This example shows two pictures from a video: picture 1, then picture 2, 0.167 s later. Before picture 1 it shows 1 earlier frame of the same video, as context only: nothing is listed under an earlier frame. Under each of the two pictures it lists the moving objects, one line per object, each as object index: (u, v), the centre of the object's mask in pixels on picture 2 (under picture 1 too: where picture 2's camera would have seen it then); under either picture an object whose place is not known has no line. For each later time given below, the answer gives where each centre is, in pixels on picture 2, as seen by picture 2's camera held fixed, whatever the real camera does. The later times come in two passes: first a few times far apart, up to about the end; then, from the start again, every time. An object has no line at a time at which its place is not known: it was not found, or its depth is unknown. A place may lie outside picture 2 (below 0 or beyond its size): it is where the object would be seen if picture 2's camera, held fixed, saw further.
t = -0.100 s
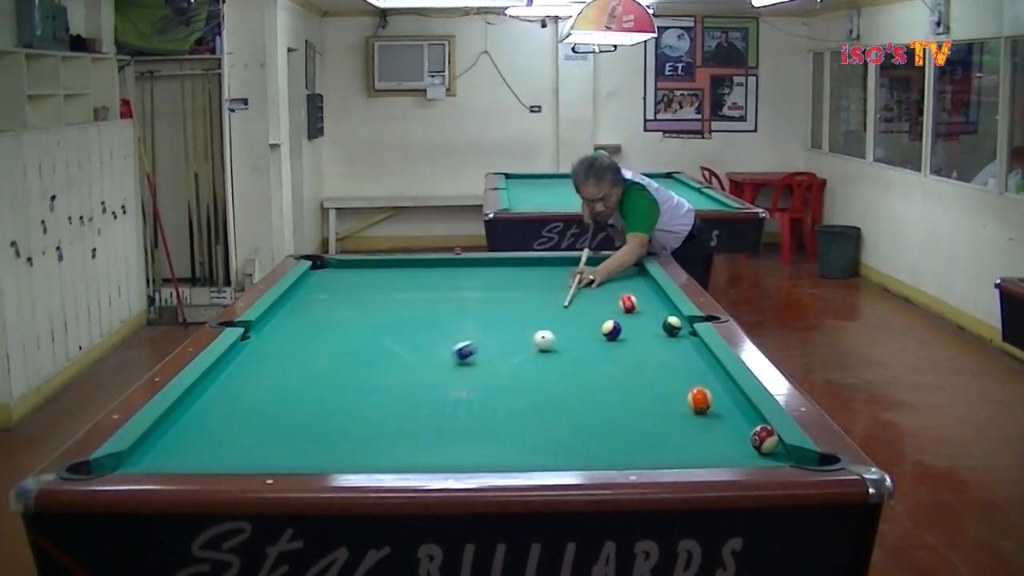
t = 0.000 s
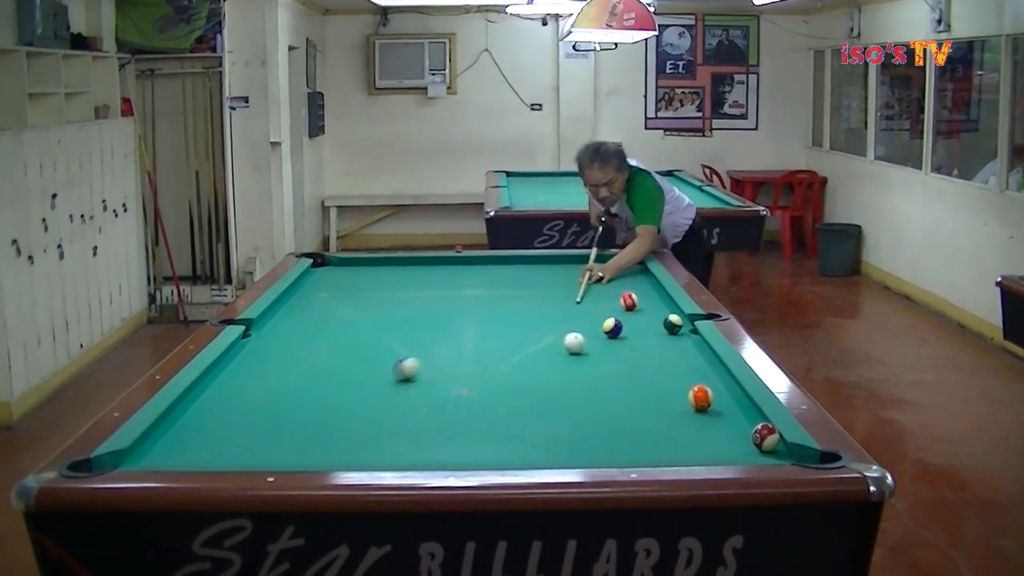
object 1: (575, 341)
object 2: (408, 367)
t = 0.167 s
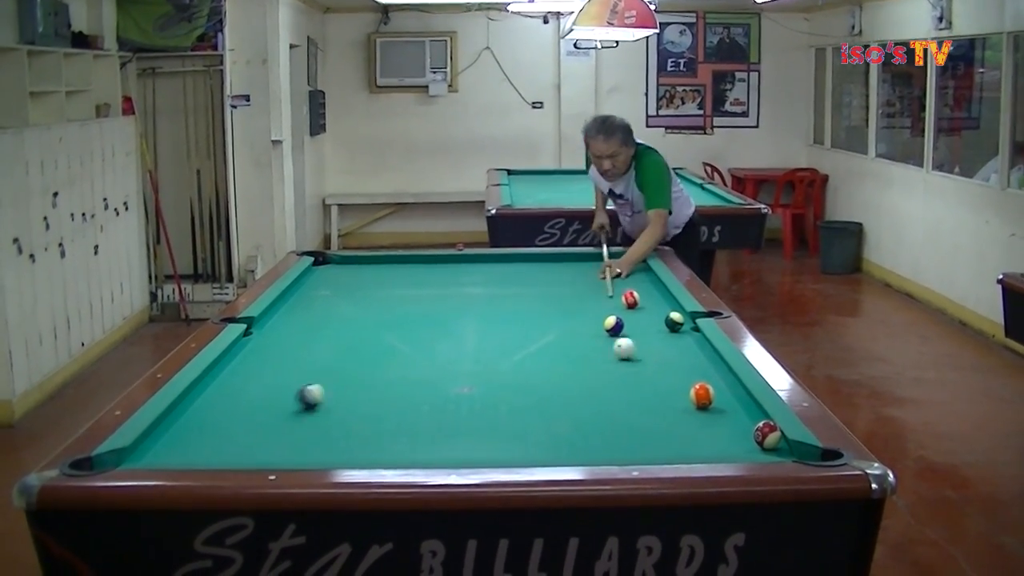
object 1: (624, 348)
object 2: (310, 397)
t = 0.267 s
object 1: (654, 353)
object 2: (243, 418)
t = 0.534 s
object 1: (706, 363)
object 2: (180, 452)
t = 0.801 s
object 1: (674, 367)
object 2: (277, 431)
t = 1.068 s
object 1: (643, 371)
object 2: (362, 408)
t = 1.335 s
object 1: (614, 375)
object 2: (436, 390)
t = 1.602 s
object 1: (586, 378)
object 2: (501, 373)
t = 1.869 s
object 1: (559, 381)
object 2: (558, 357)
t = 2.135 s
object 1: (535, 384)
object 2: (607, 344)
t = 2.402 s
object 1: (512, 386)
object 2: (651, 332)
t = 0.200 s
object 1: (634, 350)
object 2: (287, 404)
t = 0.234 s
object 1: (644, 351)
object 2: (266, 412)
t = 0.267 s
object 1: (654, 353)
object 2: (243, 418)
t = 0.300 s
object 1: (664, 354)
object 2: (219, 425)
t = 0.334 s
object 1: (674, 356)
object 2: (196, 433)
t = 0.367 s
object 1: (685, 358)
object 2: (170, 440)
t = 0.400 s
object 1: (695, 359)
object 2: (144, 447)
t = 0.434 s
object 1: (705, 361)
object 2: (149, 449)
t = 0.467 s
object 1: (715, 363)
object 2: (155, 453)
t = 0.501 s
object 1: (710, 363)
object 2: (164, 454)
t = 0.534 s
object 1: (706, 363)
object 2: (180, 452)
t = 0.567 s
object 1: (702, 364)
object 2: (192, 451)
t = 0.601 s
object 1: (698, 365)
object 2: (204, 449)
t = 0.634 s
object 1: (694, 365)
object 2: (216, 445)
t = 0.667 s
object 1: (689, 365)
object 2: (229, 444)
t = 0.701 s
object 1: (685, 366)
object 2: (242, 441)
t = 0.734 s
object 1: (682, 367)
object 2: (253, 438)
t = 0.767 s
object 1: (677, 367)
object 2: (265, 434)
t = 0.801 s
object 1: (674, 367)
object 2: (277, 431)
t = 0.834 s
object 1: (670, 368)
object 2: (289, 429)
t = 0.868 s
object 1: (666, 368)
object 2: (299, 425)
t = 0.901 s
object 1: (662, 369)
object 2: (310, 423)
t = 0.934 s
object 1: (658, 369)
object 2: (321, 419)
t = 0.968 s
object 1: (654, 370)
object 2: (331, 418)
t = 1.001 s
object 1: (650, 370)
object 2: (342, 414)
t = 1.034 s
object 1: (646, 371)
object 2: (351, 412)
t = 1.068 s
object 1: (643, 371)
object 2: (362, 408)
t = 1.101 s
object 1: (639, 372)
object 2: (372, 407)
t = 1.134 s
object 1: (635, 372)
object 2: (382, 404)
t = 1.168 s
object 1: (632, 372)
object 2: (391, 402)
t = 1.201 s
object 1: (628, 373)
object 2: (401, 399)
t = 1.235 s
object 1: (624, 373)
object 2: (410, 396)
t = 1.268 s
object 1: (620, 374)
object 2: (419, 395)
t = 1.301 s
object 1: (617, 374)
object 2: (429, 392)
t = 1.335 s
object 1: (614, 375)
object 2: (436, 390)
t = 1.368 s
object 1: (610, 375)
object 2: (446, 387)
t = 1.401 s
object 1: (606, 375)
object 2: (454, 385)
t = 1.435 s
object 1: (603, 376)
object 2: (462, 384)
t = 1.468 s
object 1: (599, 376)
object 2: (470, 382)
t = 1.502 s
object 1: (596, 377)
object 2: (478, 379)
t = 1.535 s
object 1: (593, 377)
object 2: (486, 377)
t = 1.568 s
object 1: (589, 377)
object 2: (494, 375)
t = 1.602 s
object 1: (586, 378)
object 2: (501, 373)
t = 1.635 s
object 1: (582, 378)
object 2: (509, 371)
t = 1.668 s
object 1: (579, 379)
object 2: (516, 369)
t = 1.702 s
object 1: (575, 379)
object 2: (523, 366)
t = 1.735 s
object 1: (572, 380)
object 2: (531, 365)
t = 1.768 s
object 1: (569, 380)
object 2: (537, 364)
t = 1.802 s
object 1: (566, 380)
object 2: (544, 361)
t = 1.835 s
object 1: (562, 381)
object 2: (551, 359)
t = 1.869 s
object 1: (559, 381)
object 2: (558, 357)
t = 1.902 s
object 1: (556, 381)
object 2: (565, 355)
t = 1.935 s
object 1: (553, 382)
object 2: (571, 354)
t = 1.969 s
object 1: (550, 382)
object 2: (576, 352)
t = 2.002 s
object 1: (547, 382)
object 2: (584, 351)
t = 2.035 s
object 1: (544, 383)
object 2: (589, 349)
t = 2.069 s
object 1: (541, 383)
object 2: (596, 347)
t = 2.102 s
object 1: (537, 383)
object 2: (602, 345)
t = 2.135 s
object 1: (535, 384)
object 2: (607, 344)
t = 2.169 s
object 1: (532, 384)
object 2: (613, 342)
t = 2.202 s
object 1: (529, 385)
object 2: (619, 341)
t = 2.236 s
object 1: (526, 385)
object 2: (624, 339)
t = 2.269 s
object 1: (523, 385)
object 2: (630, 337)
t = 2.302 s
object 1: (520, 385)
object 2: (636, 336)
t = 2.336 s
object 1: (517, 385)
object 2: (640, 336)
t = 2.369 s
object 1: (514, 385)
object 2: (645, 333)
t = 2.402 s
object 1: (512, 386)
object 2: (651, 332)
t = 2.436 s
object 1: (509, 386)
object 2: (656, 331)
